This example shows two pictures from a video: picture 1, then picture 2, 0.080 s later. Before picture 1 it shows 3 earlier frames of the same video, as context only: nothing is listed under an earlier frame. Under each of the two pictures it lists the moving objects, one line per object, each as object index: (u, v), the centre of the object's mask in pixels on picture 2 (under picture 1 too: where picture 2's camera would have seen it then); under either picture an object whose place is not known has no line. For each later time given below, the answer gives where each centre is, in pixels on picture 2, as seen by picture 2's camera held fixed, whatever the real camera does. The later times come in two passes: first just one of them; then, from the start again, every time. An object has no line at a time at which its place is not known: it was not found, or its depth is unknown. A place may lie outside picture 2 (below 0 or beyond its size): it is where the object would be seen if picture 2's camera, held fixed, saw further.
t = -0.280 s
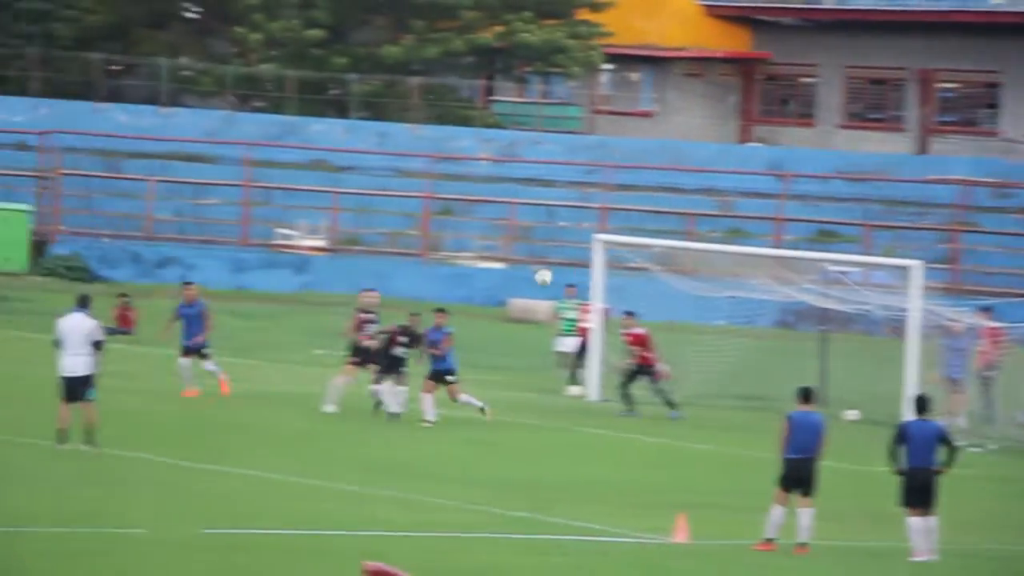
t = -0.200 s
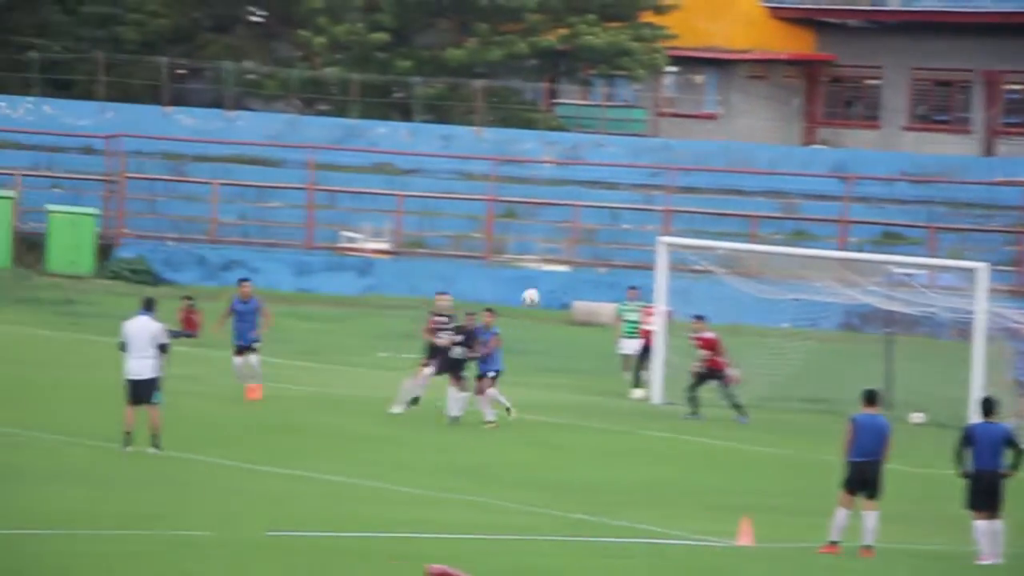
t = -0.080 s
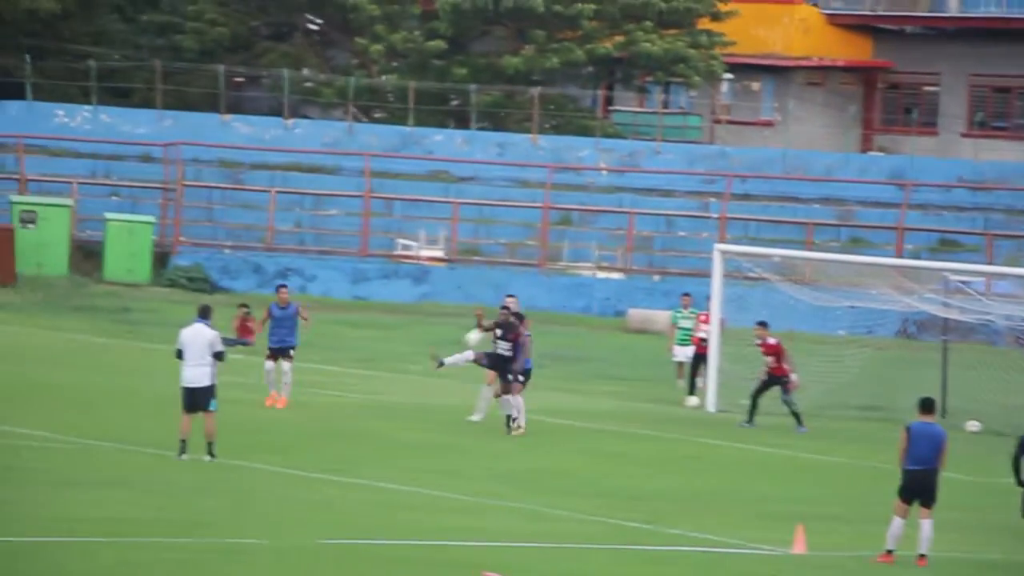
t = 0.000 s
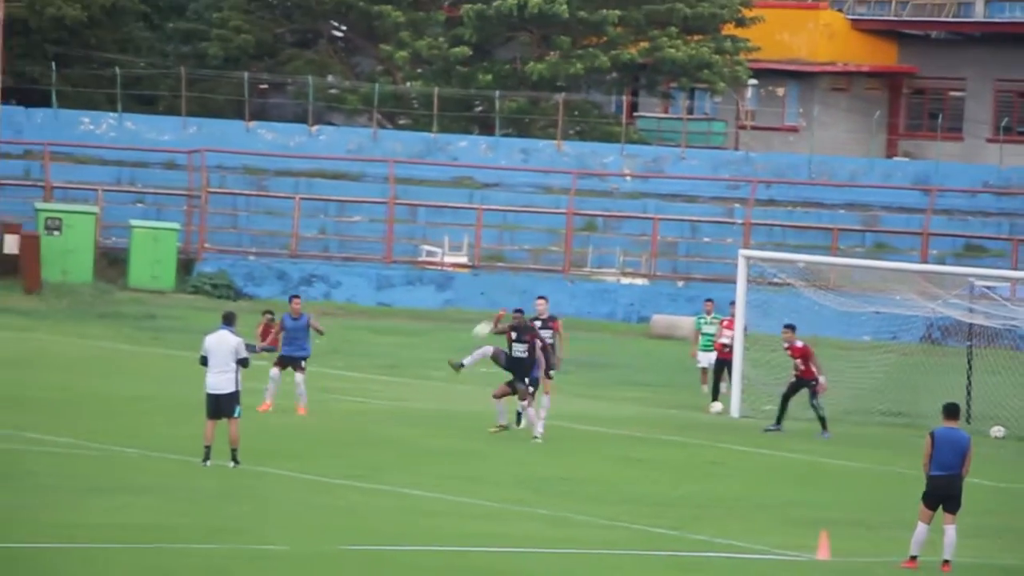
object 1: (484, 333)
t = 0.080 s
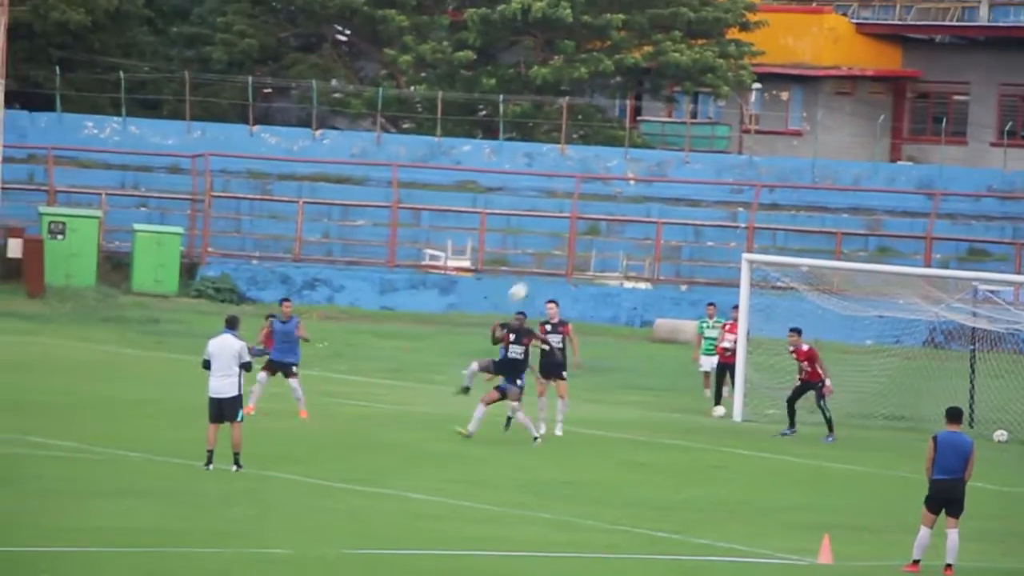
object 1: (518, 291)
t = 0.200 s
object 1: (564, 236)
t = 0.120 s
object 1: (533, 272)
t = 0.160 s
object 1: (549, 254)
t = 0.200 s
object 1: (564, 236)
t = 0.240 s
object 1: (579, 220)
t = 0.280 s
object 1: (594, 205)
